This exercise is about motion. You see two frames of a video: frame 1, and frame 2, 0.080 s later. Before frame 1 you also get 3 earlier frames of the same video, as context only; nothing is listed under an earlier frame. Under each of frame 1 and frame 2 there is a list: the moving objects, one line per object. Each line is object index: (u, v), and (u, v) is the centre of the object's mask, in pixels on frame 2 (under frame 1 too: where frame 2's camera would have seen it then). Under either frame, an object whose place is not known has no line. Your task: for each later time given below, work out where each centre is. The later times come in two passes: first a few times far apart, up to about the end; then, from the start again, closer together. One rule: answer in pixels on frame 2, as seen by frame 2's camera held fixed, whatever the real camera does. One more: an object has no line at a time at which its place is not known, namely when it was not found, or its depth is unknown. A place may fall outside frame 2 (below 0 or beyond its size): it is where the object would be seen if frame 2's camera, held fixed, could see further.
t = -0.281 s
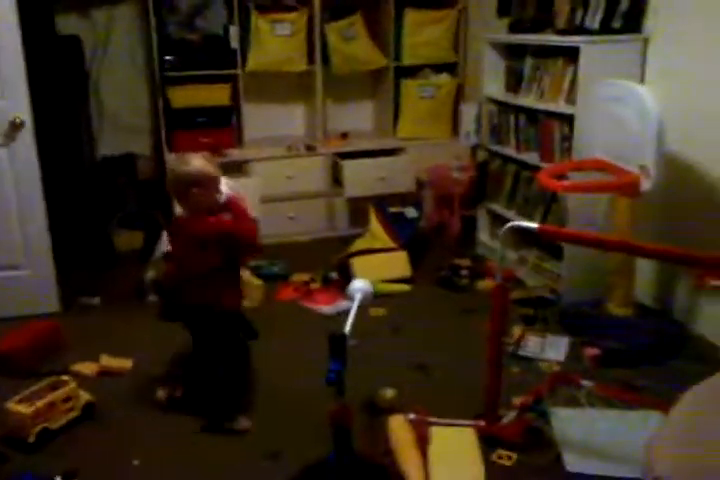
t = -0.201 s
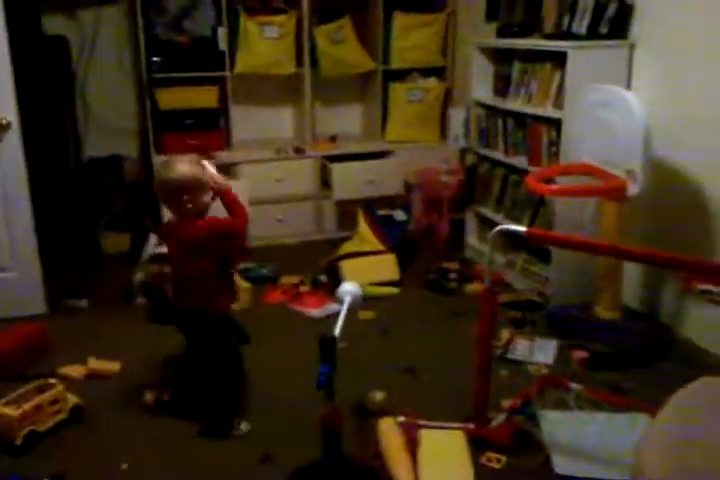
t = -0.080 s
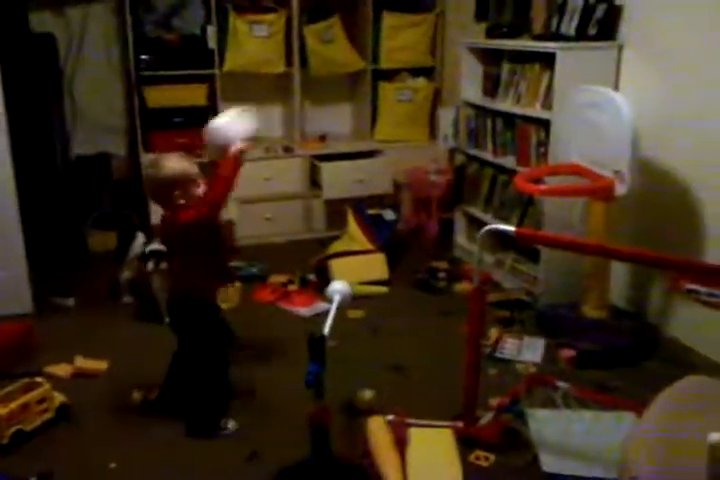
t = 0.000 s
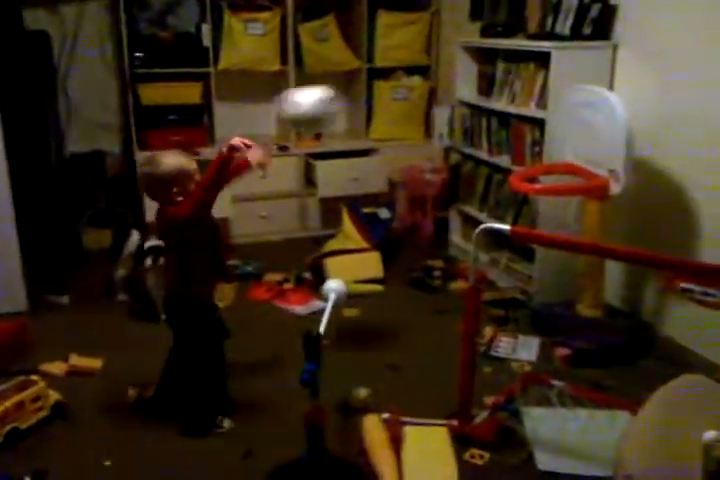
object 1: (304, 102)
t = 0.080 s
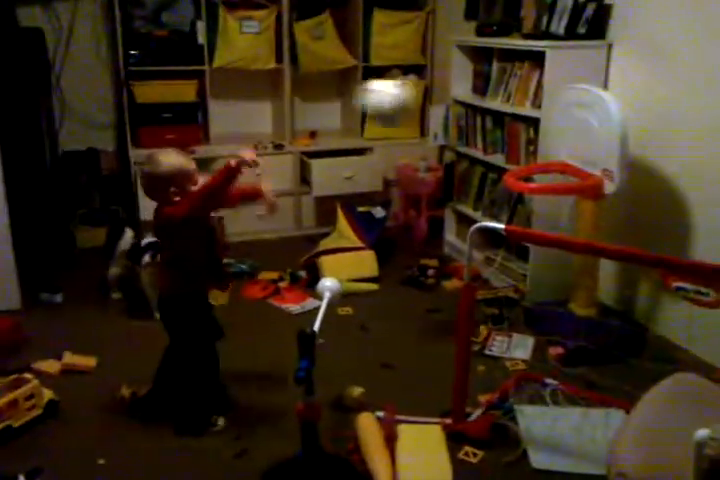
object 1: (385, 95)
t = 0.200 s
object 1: (502, 123)
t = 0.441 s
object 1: (543, 169)
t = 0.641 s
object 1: (552, 215)
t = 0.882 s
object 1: (529, 319)
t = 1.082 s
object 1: (450, 318)
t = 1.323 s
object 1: (399, 331)
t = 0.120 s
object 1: (424, 101)
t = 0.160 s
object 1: (463, 111)
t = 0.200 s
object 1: (502, 123)
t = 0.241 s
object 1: (538, 141)
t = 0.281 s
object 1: (574, 162)
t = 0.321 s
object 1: (573, 164)
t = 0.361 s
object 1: (560, 163)
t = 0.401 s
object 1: (548, 167)
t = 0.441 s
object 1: (543, 169)
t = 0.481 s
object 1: (545, 169)
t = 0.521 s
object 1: (548, 173)
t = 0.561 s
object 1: (552, 197)
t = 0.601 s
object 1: (553, 208)
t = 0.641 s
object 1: (552, 215)
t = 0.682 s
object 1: (549, 220)
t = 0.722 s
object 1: (545, 253)
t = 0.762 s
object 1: (552, 267)
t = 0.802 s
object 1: (548, 290)
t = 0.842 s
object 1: (543, 314)
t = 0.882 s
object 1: (529, 319)
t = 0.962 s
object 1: (496, 330)
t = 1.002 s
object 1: (489, 328)
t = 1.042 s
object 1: (482, 320)
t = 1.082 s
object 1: (450, 318)
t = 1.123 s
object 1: (445, 321)
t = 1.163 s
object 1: (439, 328)
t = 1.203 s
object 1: (431, 331)
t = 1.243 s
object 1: (420, 328)
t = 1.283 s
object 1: (410, 328)
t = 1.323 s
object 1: (399, 331)
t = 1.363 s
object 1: (389, 332)
